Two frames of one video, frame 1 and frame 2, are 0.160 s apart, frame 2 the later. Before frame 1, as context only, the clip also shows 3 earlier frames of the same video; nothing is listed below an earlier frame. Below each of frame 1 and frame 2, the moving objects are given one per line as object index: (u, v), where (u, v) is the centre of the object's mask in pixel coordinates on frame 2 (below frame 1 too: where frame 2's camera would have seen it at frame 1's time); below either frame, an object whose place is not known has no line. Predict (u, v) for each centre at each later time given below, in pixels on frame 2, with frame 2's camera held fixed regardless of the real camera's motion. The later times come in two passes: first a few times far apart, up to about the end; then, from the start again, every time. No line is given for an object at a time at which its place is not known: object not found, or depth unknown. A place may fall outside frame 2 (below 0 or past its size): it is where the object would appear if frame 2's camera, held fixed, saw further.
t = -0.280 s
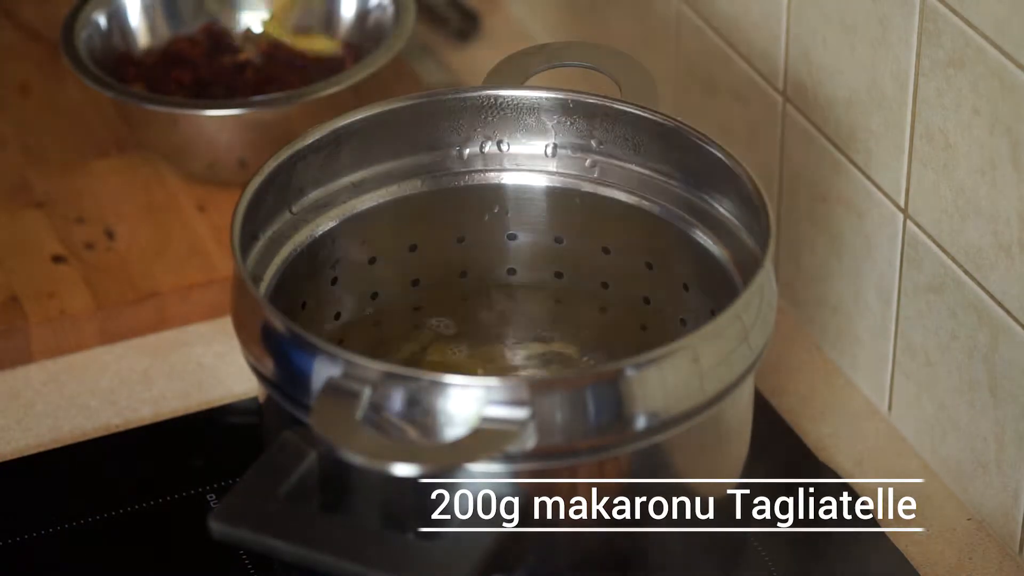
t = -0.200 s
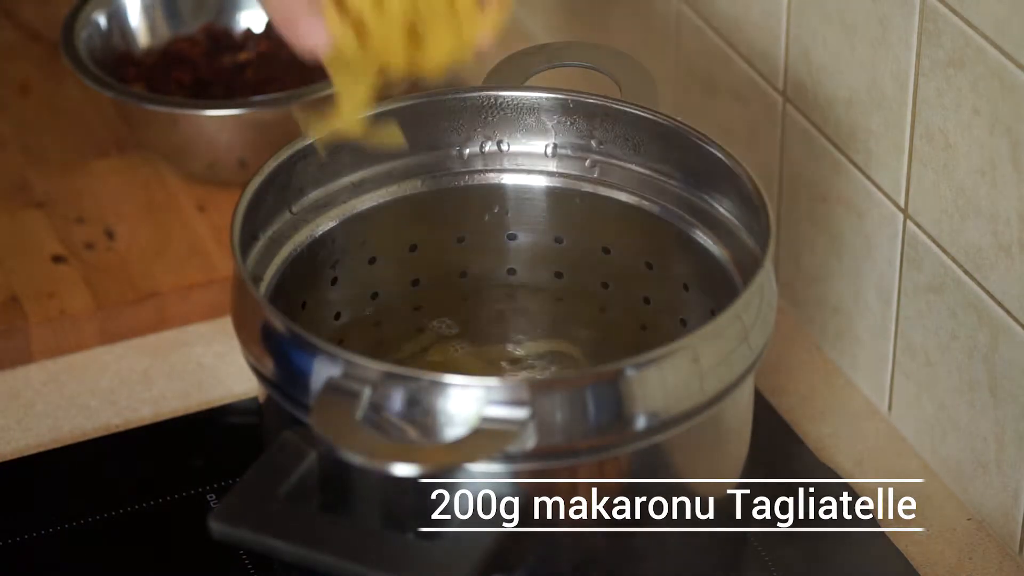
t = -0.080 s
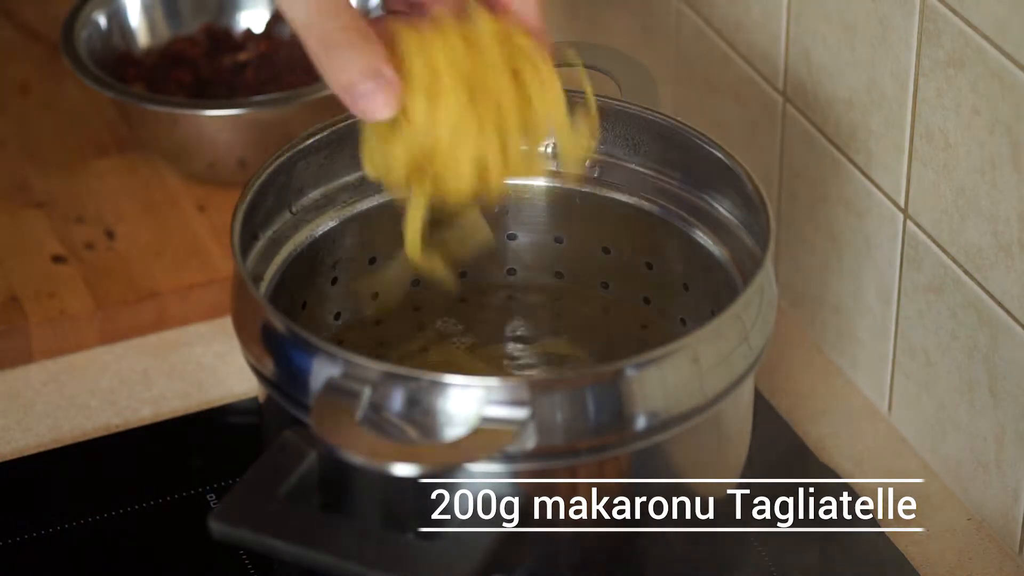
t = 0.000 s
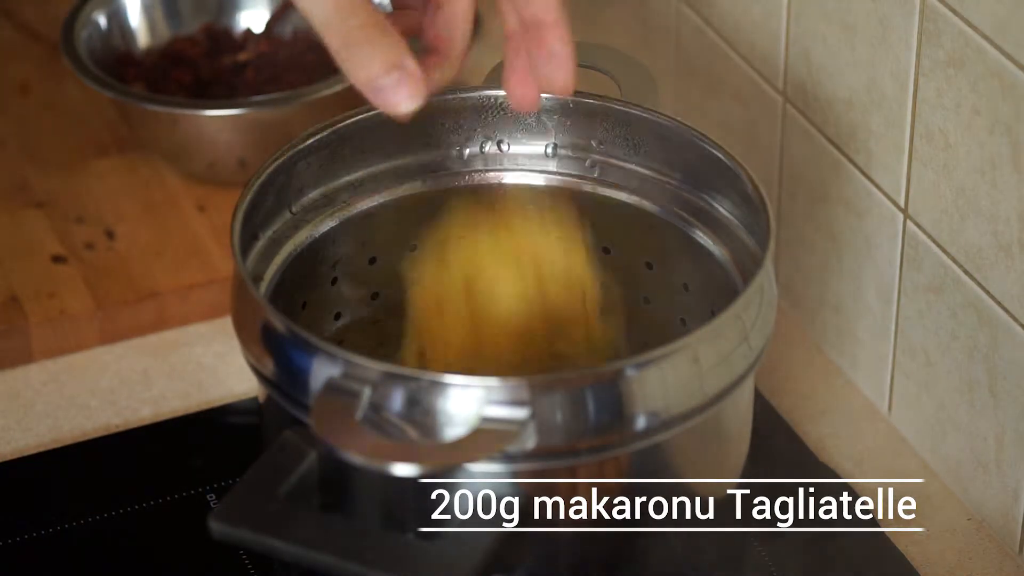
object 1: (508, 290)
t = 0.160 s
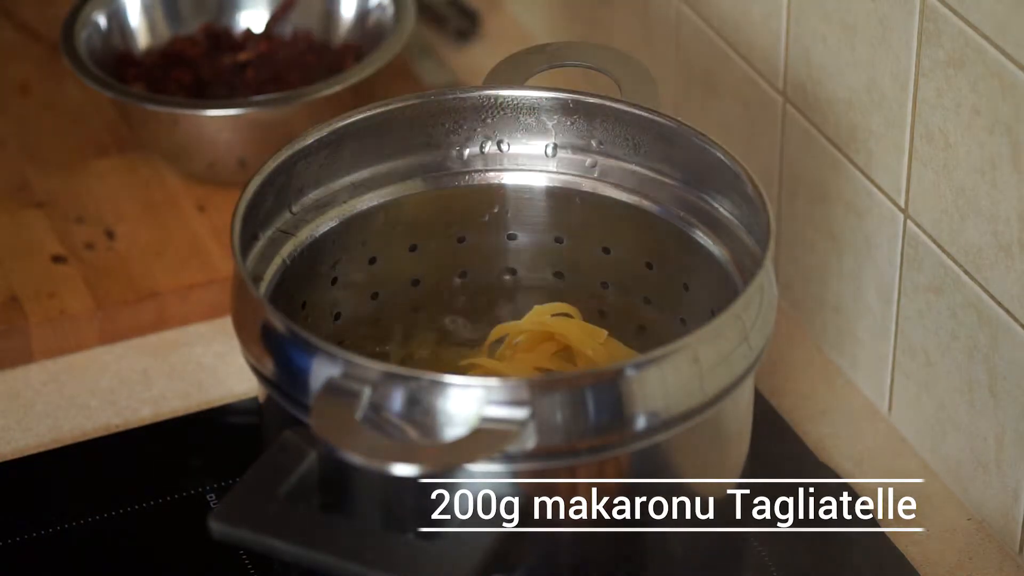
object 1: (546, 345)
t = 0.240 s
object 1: (546, 347)
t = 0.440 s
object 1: (536, 347)
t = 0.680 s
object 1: (534, 348)
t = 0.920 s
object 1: (533, 348)
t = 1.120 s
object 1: (532, 348)
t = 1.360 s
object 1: (532, 348)
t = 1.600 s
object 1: (532, 349)
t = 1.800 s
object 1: (531, 349)
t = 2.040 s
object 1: (531, 349)
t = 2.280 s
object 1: (531, 349)
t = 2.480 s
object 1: (531, 349)
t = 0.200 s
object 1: (547, 346)
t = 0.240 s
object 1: (546, 347)
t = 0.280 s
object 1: (544, 347)
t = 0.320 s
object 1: (543, 347)
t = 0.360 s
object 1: (541, 347)
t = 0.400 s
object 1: (537, 347)
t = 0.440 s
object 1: (536, 347)
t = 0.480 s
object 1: (535, 347)
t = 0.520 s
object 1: (535, 347)
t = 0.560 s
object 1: (534, 347)
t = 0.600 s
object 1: (534, 347)
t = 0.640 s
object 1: (534, 348)
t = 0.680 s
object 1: (534, 348)
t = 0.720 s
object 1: (533, 348)
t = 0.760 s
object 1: (533, 348)
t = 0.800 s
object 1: (533, 348)
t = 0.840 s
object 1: (533, 348)
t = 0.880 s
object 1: (533, 348)
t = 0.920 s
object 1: (533, 348)
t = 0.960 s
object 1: (532, 348)
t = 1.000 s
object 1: (532, 348)
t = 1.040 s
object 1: (532, 348)
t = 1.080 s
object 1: (532, 348)
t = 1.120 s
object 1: (532, 348)
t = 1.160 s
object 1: (532, 348)
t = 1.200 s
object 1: (532, 348)
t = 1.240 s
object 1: (532, 348)
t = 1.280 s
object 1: (532, 348)
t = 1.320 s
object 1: (532, 348)
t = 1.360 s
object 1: (532, 348)
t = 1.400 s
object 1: (532, 349)
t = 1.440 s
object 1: (532, 349)
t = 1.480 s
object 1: (532, 349)
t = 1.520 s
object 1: (532, 349)
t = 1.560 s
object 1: (532, 349)
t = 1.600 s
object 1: (532, 349)
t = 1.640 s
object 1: (532, 349)
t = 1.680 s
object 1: (532, 349)
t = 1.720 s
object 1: (532, 349)
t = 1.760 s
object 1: (532, 348)
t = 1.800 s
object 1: (531, 349)
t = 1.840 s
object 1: (531, 349)
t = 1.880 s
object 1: (531, 349)
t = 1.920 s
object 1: (531, 349)
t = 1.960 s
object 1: (531, 349)
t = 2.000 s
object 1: (531, 349)
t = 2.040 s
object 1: (531, 349)
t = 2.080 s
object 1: (531, 349)
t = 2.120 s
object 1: (531, 349)
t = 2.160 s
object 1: (531, 349)
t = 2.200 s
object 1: (531, 349)
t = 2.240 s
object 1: (531, 349)
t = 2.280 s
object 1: (531, 349)
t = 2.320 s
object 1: (531, 349)
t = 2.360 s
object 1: (531, 349)
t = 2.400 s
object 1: (531, 349)
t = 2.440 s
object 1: (531, 349)
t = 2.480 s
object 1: (531, 349)
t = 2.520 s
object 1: (531, 349)
